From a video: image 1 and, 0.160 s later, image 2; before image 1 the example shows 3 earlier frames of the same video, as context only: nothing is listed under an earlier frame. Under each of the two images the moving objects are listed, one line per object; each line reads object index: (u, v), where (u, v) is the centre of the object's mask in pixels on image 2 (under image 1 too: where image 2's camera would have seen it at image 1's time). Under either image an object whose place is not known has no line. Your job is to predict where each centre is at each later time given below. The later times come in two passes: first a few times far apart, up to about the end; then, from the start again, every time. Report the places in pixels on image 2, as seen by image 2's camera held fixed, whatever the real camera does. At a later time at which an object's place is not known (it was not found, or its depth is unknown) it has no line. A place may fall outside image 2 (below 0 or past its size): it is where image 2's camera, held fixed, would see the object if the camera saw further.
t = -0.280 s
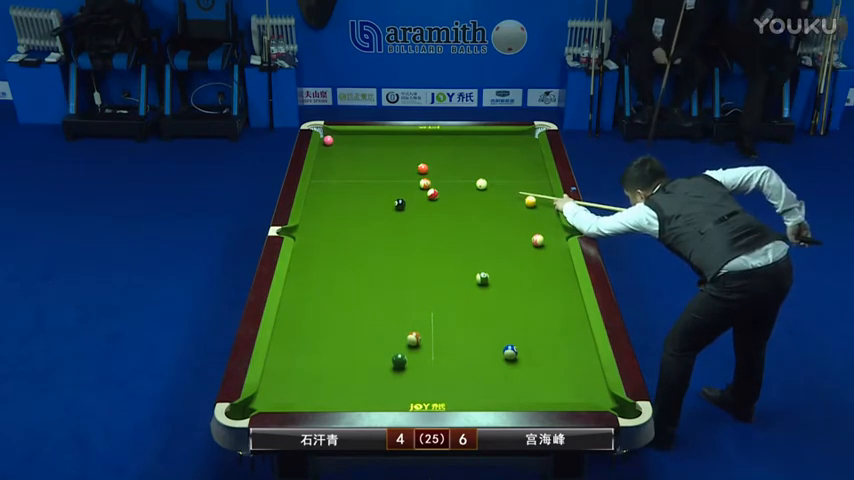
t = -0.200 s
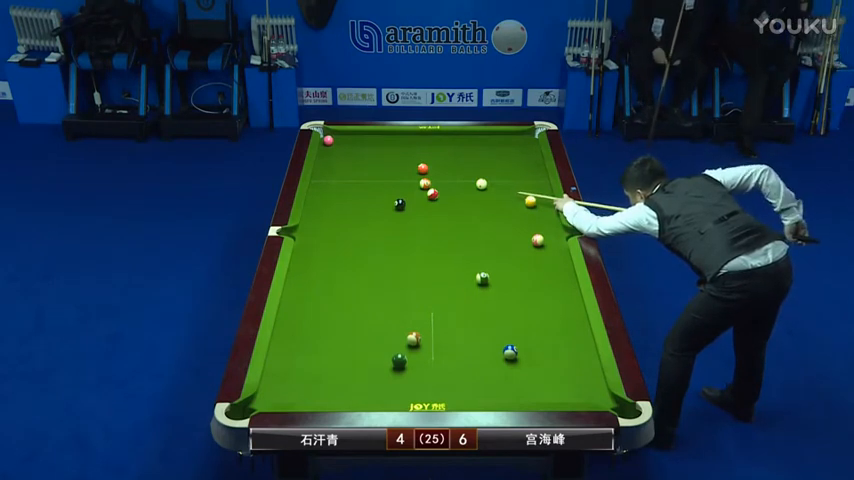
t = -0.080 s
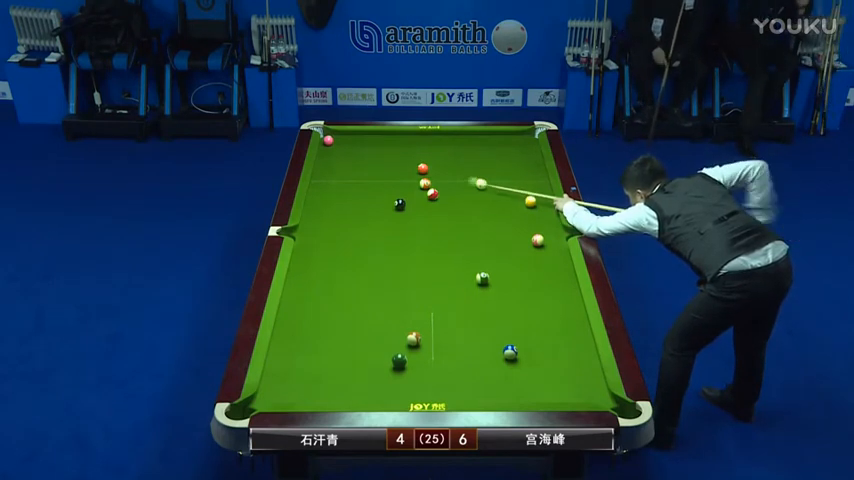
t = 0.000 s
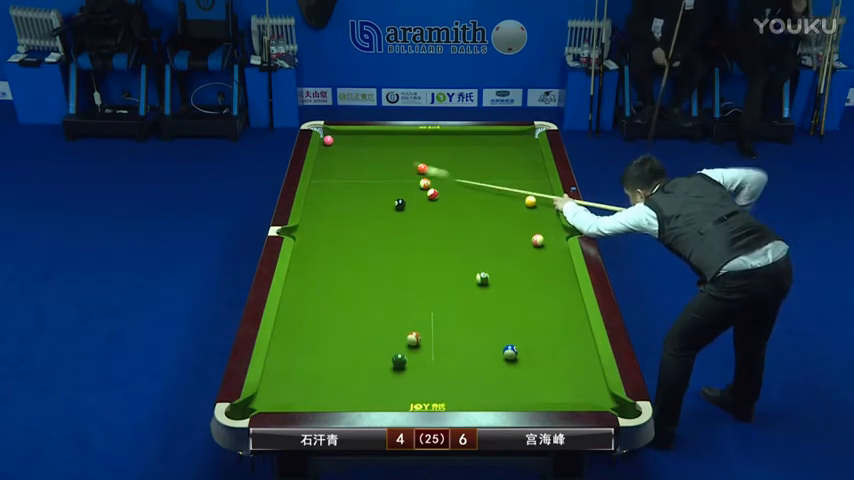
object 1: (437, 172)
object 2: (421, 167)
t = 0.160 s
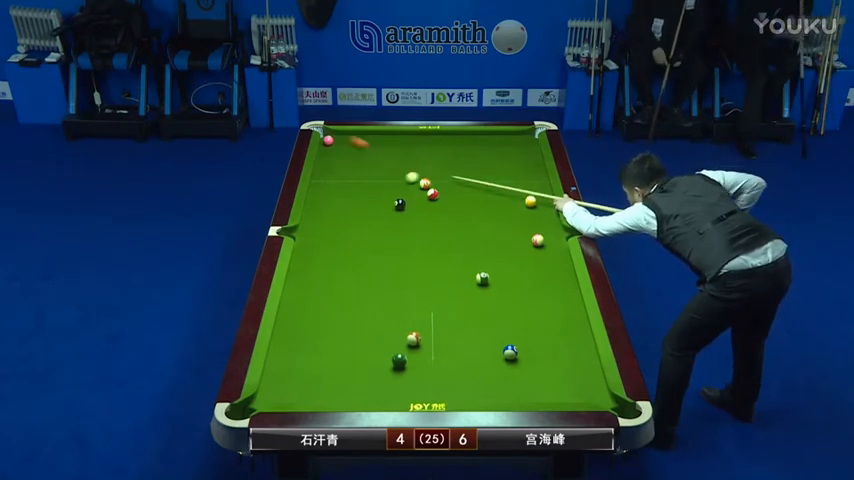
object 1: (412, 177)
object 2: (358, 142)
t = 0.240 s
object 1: (402, 179)
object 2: (331, 131)
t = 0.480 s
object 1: (373, 186)
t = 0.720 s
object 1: (344, 193)
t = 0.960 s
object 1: (315, 200)
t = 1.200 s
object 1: (322, 209)
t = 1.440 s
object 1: (336, 218)
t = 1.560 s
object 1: (343, 222)
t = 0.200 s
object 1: (407, 178)
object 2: (345, 136)
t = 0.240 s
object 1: (402, 179)
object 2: (331, 131)
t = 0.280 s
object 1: (397, 181)
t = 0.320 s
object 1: (392, 182)
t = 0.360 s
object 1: (387, 183)
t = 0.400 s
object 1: (383, 184)
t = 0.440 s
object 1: (378, 185)
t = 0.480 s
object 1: (373, 186)
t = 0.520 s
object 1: (368, 187)
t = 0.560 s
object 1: (363, 188)
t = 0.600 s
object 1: (358, 189)
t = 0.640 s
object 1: (354, 191)
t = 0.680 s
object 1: (349, 192)
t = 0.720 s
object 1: (344, 193)
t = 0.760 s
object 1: (339, 194)
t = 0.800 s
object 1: (334, 195)
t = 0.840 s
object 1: (330, 196)
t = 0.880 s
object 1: (325, 198)
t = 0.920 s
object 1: (320, 199)
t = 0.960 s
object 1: (315, 200)
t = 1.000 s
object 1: (311, 201)
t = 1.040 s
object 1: (312, 203)
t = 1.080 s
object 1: (315, 204)
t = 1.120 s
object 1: (317, 206)
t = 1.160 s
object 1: (320, 207)
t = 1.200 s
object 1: (322, 209)
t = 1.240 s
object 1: (324, 210)
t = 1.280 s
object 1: (327, 211)
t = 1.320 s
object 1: (329, 213)
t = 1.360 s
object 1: (331, 215)
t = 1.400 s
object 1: (334, 216)
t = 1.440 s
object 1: (336, 218)
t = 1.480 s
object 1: (338, 219)
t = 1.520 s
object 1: (341, 221)
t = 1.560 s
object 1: (343, 222)
